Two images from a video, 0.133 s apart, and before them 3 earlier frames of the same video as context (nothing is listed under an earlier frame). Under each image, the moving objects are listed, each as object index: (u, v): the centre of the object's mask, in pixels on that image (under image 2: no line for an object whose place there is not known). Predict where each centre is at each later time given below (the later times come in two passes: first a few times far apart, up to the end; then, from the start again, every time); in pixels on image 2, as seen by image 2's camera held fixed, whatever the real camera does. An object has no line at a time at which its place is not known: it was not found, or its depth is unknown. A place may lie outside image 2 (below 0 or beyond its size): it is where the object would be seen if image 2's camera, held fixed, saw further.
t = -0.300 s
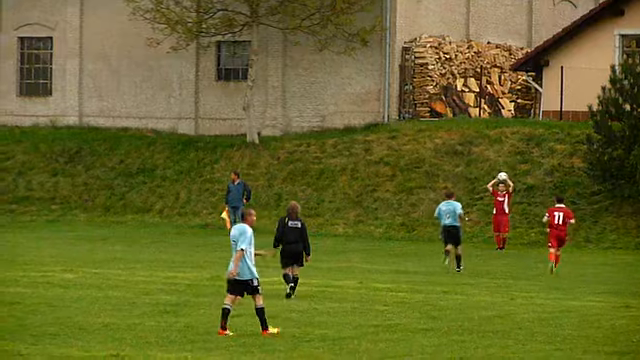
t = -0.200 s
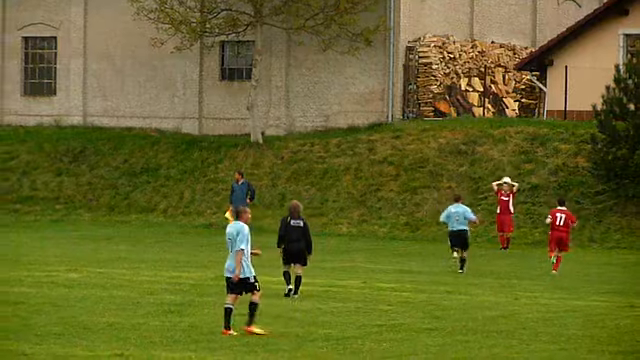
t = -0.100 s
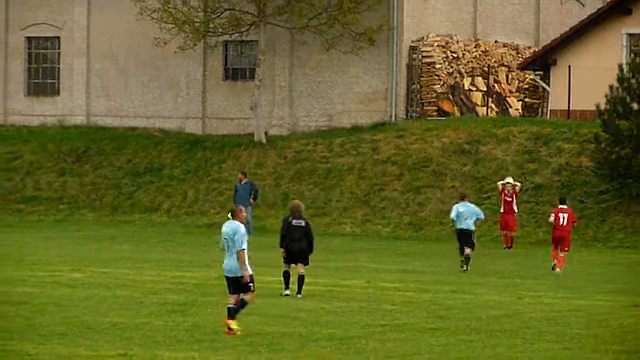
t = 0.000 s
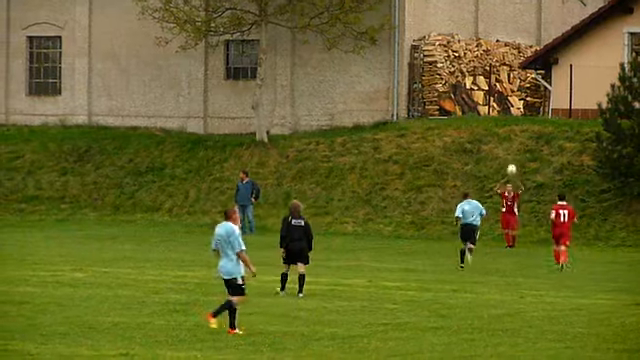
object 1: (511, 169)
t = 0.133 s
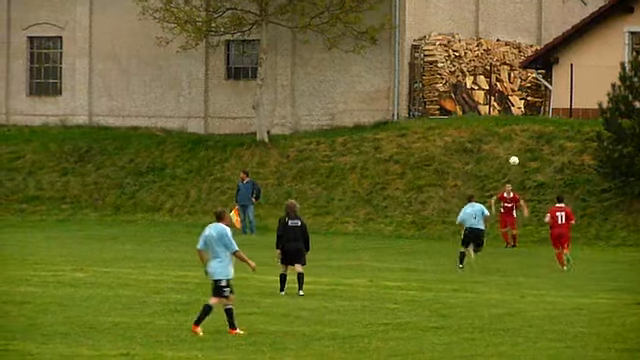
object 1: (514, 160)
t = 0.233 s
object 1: (515, 159)
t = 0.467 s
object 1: (517, 173)
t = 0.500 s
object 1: (517, 177)
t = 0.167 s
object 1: (514, 159)
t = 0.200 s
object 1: (515, 159)
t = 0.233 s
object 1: (515, 159)
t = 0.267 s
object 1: (515, 159)
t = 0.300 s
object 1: (516, 160)
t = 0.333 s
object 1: (516, 161)
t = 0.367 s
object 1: (516, 164)
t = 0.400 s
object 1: (517, 166)
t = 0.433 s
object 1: (517, 169)
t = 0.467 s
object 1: (517, 173)
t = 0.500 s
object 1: (517, 177)
